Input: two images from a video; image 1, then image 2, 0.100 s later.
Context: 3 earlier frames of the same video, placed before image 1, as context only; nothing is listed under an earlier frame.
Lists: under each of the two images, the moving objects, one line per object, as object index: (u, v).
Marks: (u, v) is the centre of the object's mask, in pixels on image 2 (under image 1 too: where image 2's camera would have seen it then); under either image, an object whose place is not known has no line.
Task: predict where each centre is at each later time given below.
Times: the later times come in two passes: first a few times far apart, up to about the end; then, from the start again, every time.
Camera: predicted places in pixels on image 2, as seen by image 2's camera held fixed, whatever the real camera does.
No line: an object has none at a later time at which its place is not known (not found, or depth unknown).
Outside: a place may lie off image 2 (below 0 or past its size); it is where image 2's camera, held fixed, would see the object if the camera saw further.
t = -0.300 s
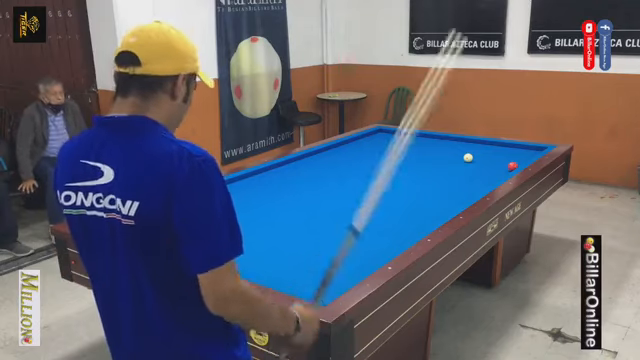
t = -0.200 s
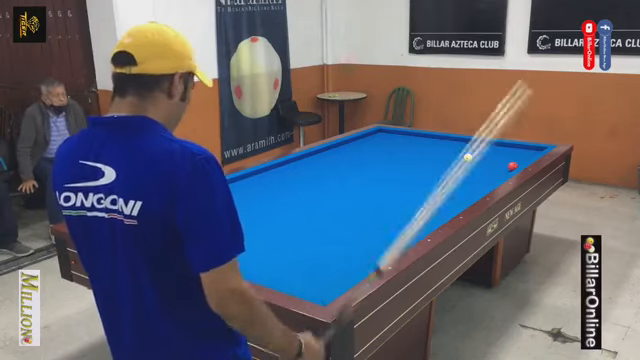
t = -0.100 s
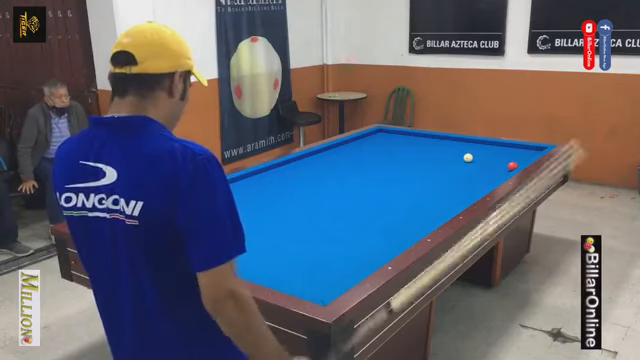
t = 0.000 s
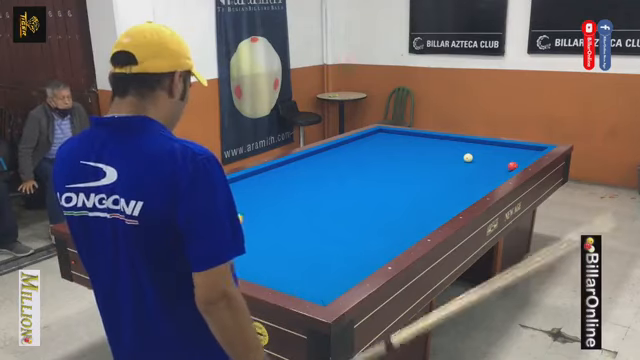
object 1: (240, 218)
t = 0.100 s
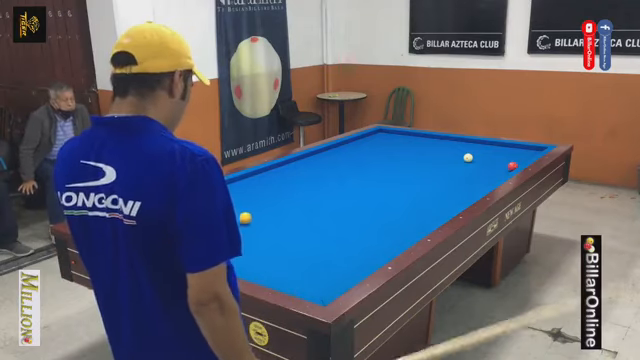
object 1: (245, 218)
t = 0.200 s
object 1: (253, 216)
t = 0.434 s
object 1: (272, 213)
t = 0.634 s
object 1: (286, 209)
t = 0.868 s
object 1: (303, 206)
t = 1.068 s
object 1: (316, 203)
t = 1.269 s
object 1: (329, 200)
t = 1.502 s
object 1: (343, 197)
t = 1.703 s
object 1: (354, 194)
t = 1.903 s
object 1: (365, 192)
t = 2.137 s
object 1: (378, 189)
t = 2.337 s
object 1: (388, 187)
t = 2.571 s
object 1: (399, 185)
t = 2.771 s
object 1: (408, 183)
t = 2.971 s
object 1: (416, 181)
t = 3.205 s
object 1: (426, 179)
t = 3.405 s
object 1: (434, 177)
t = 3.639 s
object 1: (443, 175)
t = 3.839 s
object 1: (450, 174)
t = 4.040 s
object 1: (458, 172)
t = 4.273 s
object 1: (465, 171)
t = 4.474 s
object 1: (472, 169)
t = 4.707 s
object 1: (479, 168)
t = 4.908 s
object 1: (485, 167)
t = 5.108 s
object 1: (491, 166)
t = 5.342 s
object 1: (497, 164)
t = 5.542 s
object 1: (502, 164)
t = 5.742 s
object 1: (506, 162)
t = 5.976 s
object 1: (512, 160)
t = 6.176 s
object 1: (517, 160)
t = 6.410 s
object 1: (521, 160)
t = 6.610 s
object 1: (525, 158)
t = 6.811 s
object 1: (526, 158)
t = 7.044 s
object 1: (525, 157)
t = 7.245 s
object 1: (525, 156)
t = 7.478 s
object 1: (525, 156)
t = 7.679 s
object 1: (525, 155)
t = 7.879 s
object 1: (525, 155)
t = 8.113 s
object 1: (525, 154)
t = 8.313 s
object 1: (525, 154)
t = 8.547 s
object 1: (524, 153)
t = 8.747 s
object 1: (524, 153)
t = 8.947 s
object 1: (524, 152)
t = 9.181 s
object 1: (524, 152)
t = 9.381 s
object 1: (524, 152)
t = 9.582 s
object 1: (524, 152)
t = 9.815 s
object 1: (524, 152)
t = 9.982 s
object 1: (524, 152)
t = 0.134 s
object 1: (248, 217)
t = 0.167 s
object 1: (250, 217)
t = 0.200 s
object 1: (253, 216)
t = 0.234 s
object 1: (256, 216)
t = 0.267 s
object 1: (258, 215)
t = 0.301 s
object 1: (261, 215)
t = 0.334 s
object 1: (264, 214)
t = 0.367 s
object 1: (266, 213)
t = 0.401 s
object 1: (269, 213)
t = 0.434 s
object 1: (272, 213)
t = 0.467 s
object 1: (274, 212)
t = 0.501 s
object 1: (276, 211)
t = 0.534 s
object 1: (279, 211)
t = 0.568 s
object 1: (281, 210)
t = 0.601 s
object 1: (284, 210)
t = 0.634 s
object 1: (286, 209)
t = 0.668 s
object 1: (289, 209)
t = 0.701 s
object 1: (291, 208)
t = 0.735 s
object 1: (294, 208)
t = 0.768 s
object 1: (296, 207)
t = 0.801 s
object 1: (298, 207)
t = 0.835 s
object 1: (300, 206)
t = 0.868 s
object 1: (303, 206)
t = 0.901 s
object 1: (305, 205)
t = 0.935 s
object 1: (307, 205)
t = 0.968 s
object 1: (310, 204)
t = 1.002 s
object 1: (312, 204)
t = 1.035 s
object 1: (314, 203)
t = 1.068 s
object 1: (316, 203)
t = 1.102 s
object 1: (318, 202)
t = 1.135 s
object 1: (320, 202)
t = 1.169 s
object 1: (322, 201)
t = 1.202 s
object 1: (325, 201)
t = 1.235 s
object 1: (327, 200)
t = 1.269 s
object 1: (329, 200)
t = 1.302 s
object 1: (331, 200)
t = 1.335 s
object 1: (333, 199)
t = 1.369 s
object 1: (335, 199)
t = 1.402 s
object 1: (337, 198)
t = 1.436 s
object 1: (339, 198)
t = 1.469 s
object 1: (341, 197)
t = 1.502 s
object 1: (343, 197)
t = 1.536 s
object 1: (345, 197)
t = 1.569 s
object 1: (347, 196)
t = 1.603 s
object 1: (348, 196)
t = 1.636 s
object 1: (350, 195)
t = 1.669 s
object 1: (352, 195)
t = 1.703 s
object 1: (354, 194)
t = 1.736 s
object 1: (356, 194)
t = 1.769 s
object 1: (358, 194)
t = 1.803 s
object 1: (360, 193)
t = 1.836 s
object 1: (362, 193)
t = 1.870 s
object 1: (364, 192)
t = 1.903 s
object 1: (365, 192)
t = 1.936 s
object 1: (367, 192)
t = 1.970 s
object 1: (369, 191)
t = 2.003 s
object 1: (371, 191)
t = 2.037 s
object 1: (372, 191)
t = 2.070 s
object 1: (374, 190)
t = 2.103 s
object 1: (376, 190)
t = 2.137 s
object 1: (378, 189)
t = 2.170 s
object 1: (379, 189)
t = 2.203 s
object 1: (381, 189)
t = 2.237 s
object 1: (383, 188)
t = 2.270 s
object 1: (384, 188)
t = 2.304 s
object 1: (386, 188)
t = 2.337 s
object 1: (388, 187)
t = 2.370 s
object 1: (389, 187)
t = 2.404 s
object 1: (391, 187)
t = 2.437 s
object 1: (392, 186)
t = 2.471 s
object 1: (394, 186)
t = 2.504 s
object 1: (396, 185)
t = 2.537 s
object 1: (397, 185)
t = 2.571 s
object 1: (399, 185)
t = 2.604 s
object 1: (400, 185)
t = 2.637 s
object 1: (402, 184)
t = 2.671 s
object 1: (403, 184)
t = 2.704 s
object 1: (405, 184)
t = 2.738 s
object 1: (406, 183)
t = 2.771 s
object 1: (408, 183)
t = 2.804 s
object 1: (409, 182)
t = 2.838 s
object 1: (411, 182)
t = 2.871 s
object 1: (412, 182)
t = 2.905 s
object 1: (414, 182)
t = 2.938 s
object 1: (415, 181)
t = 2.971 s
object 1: (416, 181)
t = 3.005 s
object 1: (418, 181)
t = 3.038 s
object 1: (419, 180)
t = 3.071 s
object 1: (421, 180)
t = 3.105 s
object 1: (422, 180)
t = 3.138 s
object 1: (423, 179)
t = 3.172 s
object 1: (425, 179)
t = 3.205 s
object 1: (426, 179)
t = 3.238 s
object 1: (427, 179)
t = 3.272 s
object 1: (429, 178)
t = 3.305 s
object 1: (430, 178)
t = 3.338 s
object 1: (431, 178)
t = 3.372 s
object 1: (433, 177)
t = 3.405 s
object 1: (434, 177)
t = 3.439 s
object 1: (435, 177)
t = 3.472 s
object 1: (437, 177)
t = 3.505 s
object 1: (438, 176)
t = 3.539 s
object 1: (439, 176)
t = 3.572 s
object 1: (440, 176)
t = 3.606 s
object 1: (442, 175)
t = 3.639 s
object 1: (443, 175)
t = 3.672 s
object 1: (444, 175)
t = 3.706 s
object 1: (445, 175)
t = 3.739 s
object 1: (447, 174)
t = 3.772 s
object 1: (448, 174)
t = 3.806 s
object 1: (449, 174)
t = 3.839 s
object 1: (450, 174)
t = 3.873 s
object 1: (451, 173)
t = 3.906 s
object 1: (453, 173)
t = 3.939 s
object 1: (454, 173)
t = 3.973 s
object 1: (455, 173)
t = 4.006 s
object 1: (456, 173)
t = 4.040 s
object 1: (458, 172)
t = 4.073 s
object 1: (458, 172)
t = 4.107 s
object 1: (460, 172)
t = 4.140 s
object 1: (461, 172)
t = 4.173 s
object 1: (462, 171)
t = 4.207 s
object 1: (463, 171)
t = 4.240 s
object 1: (464, 171)
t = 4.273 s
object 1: (465, 171)
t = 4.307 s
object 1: (466, 170)
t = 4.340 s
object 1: (467, 170)
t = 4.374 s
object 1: (469, 170)
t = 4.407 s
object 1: (470, 169)
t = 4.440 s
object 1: (471, 169)
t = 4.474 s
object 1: (472, 169)
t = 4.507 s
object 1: (473, 169)
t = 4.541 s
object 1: (474, 169)
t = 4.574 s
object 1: (475, 169)
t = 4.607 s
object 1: (476, 168)
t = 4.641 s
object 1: (477, 168)
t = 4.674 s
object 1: (478, 168)
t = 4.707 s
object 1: (479, 168)
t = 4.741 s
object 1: (480, 168)
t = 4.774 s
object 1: (481, 167)
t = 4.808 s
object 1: (482, 167)
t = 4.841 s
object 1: (483, 167)
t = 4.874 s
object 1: (484, 167)
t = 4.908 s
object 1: (485, 167)
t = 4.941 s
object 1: (486, 166)
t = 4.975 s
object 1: (487, 166)
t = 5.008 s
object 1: (488, 166)
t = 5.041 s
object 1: (489, 166)
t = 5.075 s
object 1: (490, 166)
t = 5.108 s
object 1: (491, 166)
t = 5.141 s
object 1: (491, 166)
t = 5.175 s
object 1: (492, 165)
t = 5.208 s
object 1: (493, 165)
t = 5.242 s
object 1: (494, 165)
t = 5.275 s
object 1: (495, 165)
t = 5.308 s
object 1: (496, 164)
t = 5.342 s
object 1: (497, 164)
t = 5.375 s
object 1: (498, 164)
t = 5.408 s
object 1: (498, 164)
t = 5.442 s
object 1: (499, 164)
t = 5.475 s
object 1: (500, 164)
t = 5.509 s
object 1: (501, 164)
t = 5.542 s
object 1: (502, 164)
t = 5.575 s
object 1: (503, 163)
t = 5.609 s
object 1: (503, 163)
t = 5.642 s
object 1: (504, 163)
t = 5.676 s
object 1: (505, 163)
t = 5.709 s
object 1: (506, 162)
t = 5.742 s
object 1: (506, 162)
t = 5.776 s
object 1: (507, 162)
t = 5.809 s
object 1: (508, 161)
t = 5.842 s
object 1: (508, 161)
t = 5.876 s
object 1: (509, 161)
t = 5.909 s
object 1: (510, 160)
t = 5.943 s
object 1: (511, 160)
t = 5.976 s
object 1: (512, 160)
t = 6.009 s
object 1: (513, 160)
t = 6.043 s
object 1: (514, 160)
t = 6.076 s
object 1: (515, 160)
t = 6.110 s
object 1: (516, 160)
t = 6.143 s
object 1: (517, 160)
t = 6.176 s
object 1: (517, 160)
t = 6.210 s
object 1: (518, 160)
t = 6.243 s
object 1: (518, 160)
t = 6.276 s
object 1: (519, 160)
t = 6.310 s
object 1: (519, 160)
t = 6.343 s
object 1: (520, 160)
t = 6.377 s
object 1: (521, 160)
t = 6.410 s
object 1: (521, 160)
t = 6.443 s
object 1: (522, 159)
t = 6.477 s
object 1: (522, 159)
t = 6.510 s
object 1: (523, 159)
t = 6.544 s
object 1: (523, 159)
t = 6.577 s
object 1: (524, 159)
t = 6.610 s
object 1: (525, 158)
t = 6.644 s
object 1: (526, 158)
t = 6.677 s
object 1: (526, 158)
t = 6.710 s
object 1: (526, 158)
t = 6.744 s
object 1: (526, 158)
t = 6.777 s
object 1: (526, 158)
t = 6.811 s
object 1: (526, 158)
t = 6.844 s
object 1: (526, 158)
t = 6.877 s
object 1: (525, 158)
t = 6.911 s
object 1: (525, 158)
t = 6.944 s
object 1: (525, 157)
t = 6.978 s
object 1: (525, 157)
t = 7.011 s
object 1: (525, 157)
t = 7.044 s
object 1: (525, 157)
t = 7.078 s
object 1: (525, 157)
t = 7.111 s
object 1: (525, 157)
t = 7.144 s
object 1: (525, 156)
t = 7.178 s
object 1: (525, 156)
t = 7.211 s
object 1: (525, 156)
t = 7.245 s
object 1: (525, 156)
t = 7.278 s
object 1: (525, 156)
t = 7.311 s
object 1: (525, 156)
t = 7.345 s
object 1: (525, 156)
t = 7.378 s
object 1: (525, 156)
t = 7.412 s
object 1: (525, 156)
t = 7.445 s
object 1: (525, 156)
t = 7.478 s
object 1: (525, 156)
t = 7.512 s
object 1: (525, 156)
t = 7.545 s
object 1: (525, 155)
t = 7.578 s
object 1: (525, 155)
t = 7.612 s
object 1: (525, 155)
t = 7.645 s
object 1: (525, 155)
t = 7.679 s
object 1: (525, 155)
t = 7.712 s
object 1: (525, 155)
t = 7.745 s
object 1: (525, 155)
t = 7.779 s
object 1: (525, 155)
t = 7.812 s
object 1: (525, 155)
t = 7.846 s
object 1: (525, 155)
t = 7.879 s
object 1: (525, 155)
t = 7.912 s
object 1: (525, 155)
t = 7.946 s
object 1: (525, 155)
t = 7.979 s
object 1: (525, 154)
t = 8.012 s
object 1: (525, 154)
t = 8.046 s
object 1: (525, 154)
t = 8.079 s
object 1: (524, 154)
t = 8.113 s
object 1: (525, 154)
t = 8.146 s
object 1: (525, 154)
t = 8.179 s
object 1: (525, 154)
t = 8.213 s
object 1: (525, 154)
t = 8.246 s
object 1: (525, 154)
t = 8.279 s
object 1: (525, 154)
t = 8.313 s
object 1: (525, 154)
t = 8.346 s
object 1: (524, 154)
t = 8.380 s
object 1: (524, 153)
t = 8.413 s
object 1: (524, 154)
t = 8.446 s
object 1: (524, 154)
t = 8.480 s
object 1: (524, 153)
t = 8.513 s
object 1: (524, 153)
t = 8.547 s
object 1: (524, 153)
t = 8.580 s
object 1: (524, 153)
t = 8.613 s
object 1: (524, 153)
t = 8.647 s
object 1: (524, 153)
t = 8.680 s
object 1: (524, 153)
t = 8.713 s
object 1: (524, 153)
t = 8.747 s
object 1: (524, 153)
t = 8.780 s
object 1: (524, 153)
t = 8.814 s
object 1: (524, 153)
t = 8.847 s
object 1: (524, 153)
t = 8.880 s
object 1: (524, 153)
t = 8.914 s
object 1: (524, 152)
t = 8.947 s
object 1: (524, 152)
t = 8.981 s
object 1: (524, 152)
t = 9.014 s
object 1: (524, 152)
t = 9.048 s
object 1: (524, 152)
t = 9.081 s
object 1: (524, 152)
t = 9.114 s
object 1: (524, 152)
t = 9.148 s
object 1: (524, 153)
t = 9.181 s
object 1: (524, 152)
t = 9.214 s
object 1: (524, 152)
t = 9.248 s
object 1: (524, 152)
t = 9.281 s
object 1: (524, 152)
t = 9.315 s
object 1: (524, 152)
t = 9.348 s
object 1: (524, 152)
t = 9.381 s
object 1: (524, 152)
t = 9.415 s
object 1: (524, 152)
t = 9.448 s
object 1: (524, 152)
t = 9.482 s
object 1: (524, 152)
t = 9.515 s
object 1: (524, 152)
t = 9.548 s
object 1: (524, 152)
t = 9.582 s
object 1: (524, 152)
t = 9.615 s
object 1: (524, 152)
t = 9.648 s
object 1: (524, 152)
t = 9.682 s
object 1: (524, 152)
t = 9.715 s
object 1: (524, 152)
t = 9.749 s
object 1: (524, 152)
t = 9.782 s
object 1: (524, 152)
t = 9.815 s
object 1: (524, 152)
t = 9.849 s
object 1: (524, 152)
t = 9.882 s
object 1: (524, 152)
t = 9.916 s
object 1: (524, 152)
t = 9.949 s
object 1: (524, 152)
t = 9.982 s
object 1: (524, 152)
